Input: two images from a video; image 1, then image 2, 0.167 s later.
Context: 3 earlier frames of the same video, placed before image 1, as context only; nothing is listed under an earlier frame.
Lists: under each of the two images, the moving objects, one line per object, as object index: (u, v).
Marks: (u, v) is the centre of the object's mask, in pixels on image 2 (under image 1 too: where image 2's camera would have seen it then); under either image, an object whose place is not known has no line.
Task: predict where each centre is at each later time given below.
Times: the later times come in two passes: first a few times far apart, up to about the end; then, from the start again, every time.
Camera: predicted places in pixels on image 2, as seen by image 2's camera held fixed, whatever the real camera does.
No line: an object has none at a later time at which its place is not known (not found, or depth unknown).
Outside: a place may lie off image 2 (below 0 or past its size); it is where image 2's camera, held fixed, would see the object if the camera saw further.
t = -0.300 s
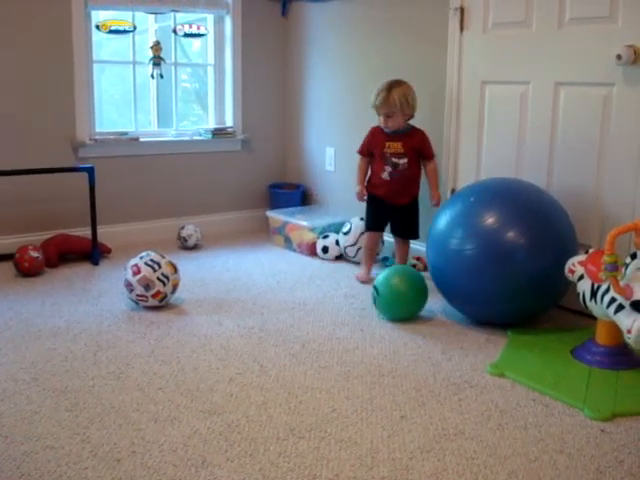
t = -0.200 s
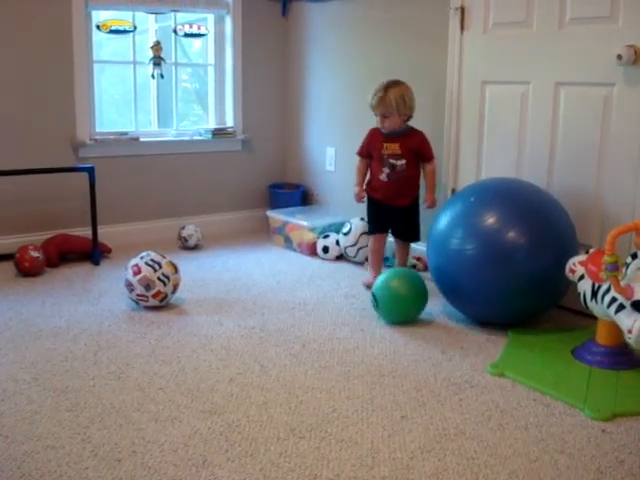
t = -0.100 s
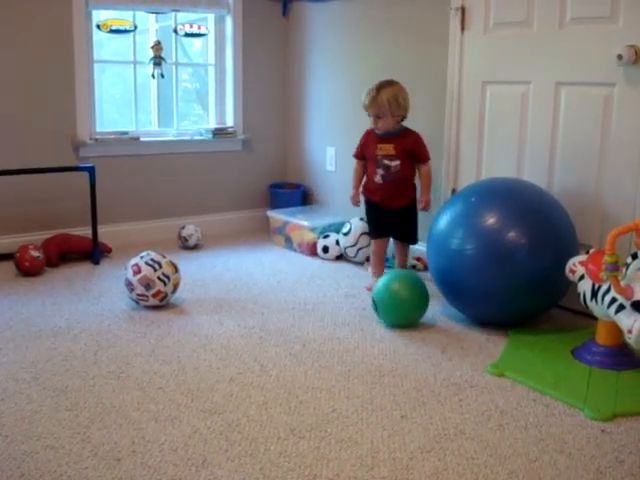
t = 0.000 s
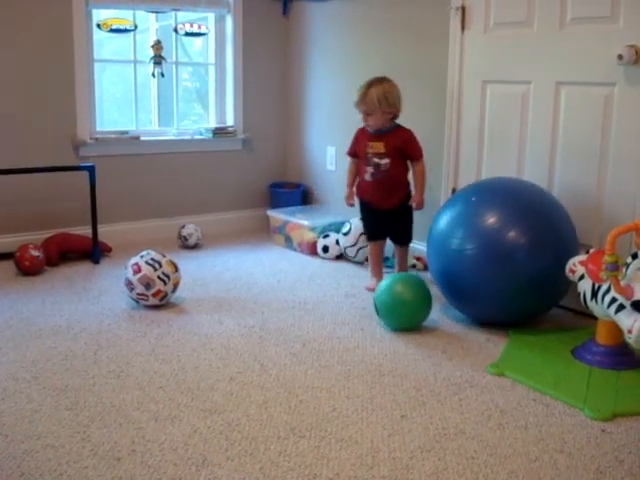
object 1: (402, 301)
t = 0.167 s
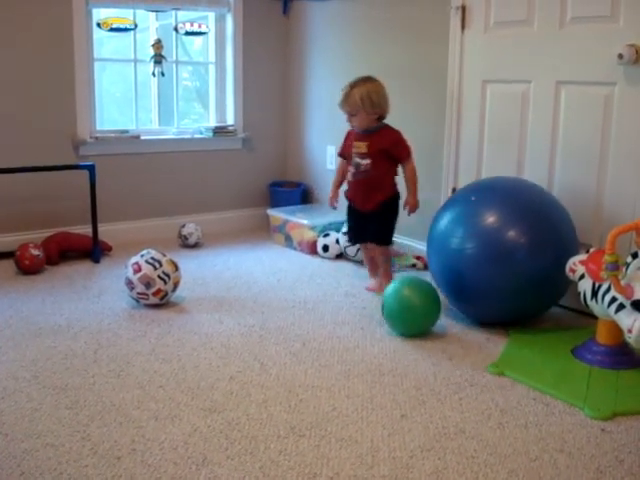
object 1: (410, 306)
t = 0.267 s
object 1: (417, 309)
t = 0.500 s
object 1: (434, 317)
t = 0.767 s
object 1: (456, 323)
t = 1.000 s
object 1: (476, 326)
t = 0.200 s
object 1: (412, 307)
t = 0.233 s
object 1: (415, 309)
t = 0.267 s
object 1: (417, 309)
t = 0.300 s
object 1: (420, 310)
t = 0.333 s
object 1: (422, 312)
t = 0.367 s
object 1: (424, 313)
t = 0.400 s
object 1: (427, 314)
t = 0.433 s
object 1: (429, 315)
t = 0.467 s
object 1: (431, 316)
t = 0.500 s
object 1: (434, 317)
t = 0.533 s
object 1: (437, 318)
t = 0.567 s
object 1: (439, 319)
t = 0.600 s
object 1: (441, 320)
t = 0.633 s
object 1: (444, 320)
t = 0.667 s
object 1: (447, 321)
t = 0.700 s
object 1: (450, 322)
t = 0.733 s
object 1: (452, 322)
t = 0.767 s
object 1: (456, 323)
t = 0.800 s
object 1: (459, 323)
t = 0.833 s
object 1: (462, 324)
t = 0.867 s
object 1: (464, 325)
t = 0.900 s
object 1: (468, 325)
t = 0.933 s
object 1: (470, 325)
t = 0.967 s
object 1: (473, 326)
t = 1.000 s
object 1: (476, 326)
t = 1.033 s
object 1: (479, 327)
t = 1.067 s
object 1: (482, 326)
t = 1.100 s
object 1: (485, 327)
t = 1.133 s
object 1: (487, 326)
